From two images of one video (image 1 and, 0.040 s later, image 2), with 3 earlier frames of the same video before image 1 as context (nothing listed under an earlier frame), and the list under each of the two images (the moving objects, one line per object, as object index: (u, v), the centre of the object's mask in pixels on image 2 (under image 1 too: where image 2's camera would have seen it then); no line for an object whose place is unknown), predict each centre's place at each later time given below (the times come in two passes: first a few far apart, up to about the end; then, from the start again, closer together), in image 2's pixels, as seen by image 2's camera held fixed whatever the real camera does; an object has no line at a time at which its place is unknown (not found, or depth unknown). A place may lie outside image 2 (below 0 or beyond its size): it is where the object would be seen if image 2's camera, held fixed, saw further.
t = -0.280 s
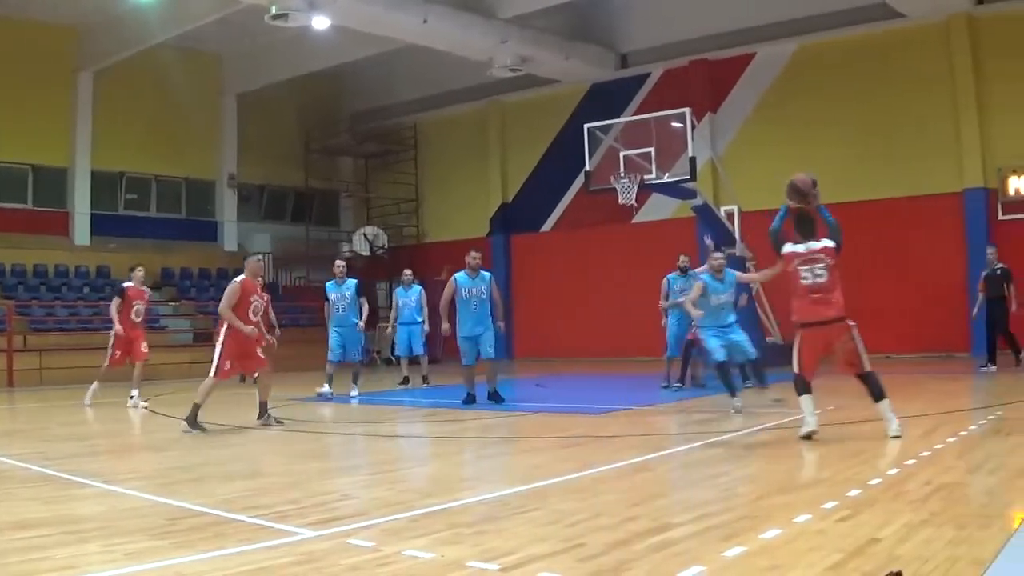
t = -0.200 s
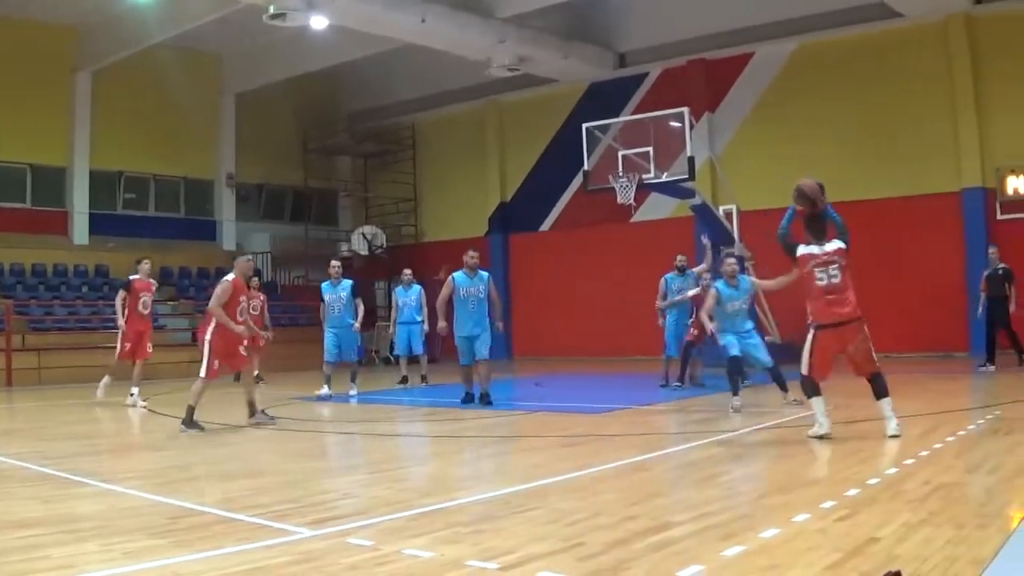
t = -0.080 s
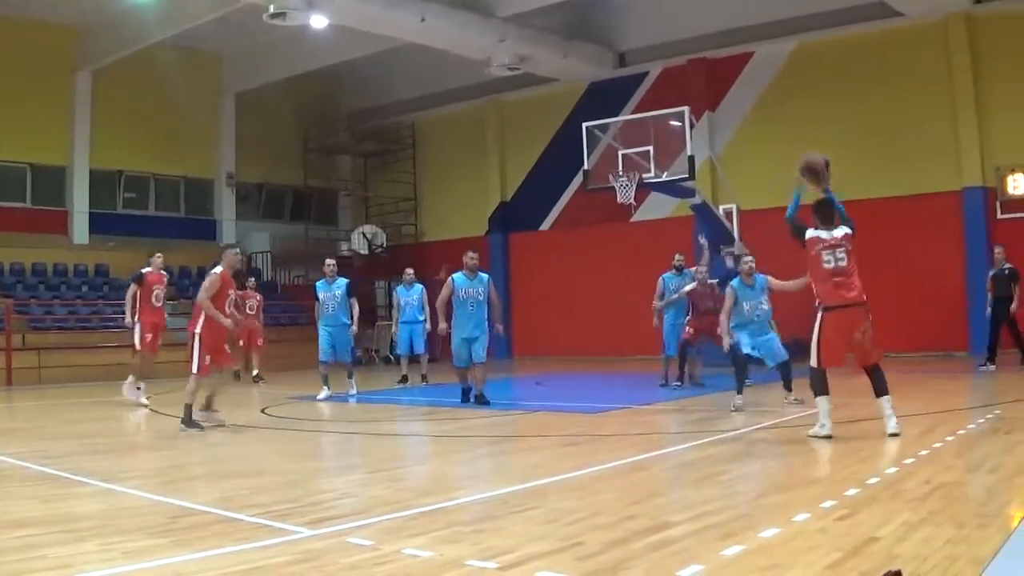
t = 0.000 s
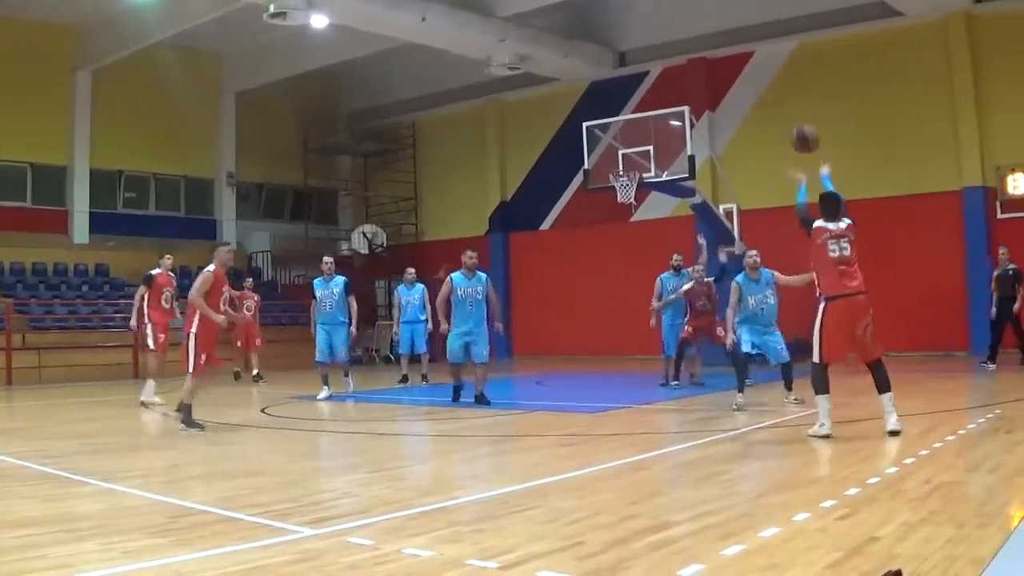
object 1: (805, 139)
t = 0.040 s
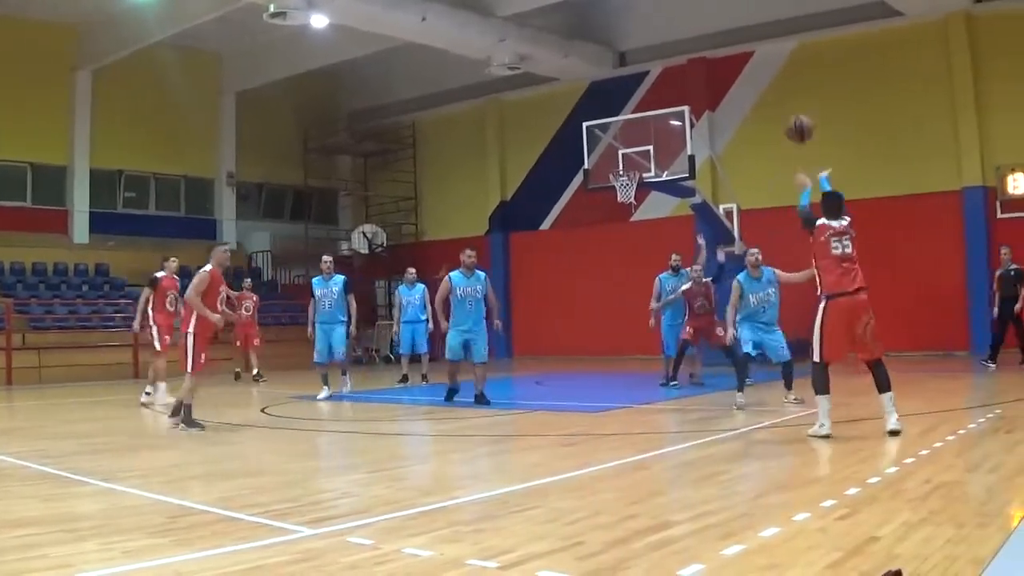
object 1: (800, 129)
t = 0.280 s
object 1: (776, 116)
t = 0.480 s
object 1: (764, 144)
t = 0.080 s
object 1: (794, 123)
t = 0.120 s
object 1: (789, 117)
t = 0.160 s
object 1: (786, 115)
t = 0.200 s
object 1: (782, 114)
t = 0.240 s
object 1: (779, 114)
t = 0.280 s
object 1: (776, 116)
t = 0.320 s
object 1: (773, 119)
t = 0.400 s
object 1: (769, 129)
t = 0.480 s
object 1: (764, 144)
